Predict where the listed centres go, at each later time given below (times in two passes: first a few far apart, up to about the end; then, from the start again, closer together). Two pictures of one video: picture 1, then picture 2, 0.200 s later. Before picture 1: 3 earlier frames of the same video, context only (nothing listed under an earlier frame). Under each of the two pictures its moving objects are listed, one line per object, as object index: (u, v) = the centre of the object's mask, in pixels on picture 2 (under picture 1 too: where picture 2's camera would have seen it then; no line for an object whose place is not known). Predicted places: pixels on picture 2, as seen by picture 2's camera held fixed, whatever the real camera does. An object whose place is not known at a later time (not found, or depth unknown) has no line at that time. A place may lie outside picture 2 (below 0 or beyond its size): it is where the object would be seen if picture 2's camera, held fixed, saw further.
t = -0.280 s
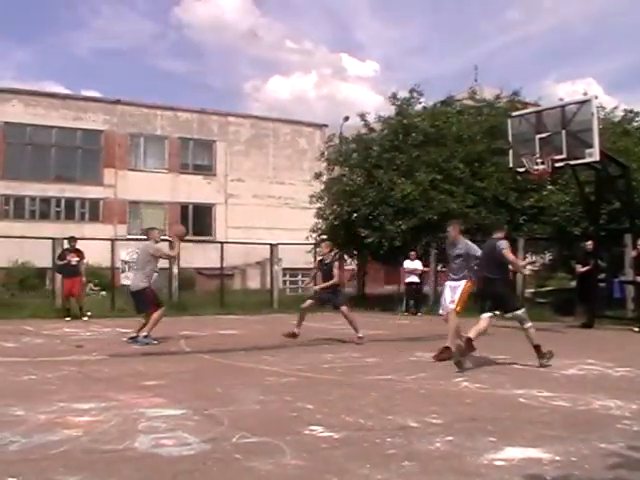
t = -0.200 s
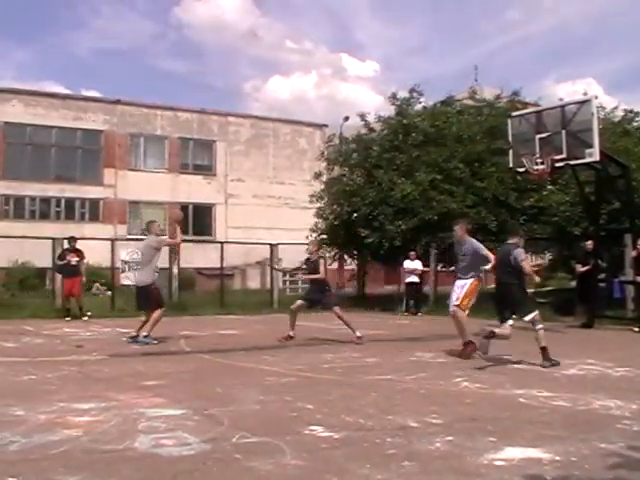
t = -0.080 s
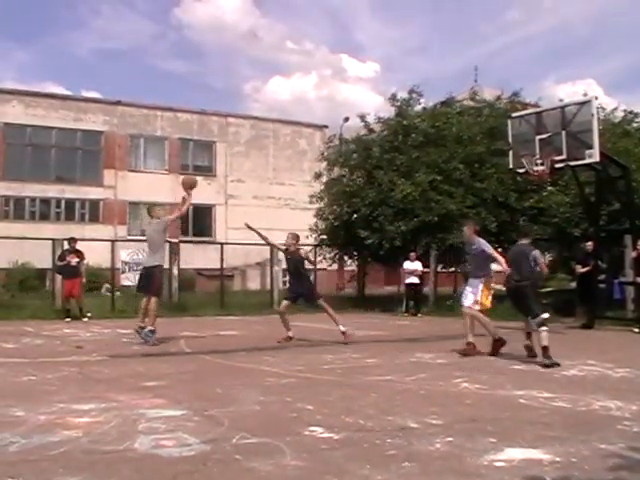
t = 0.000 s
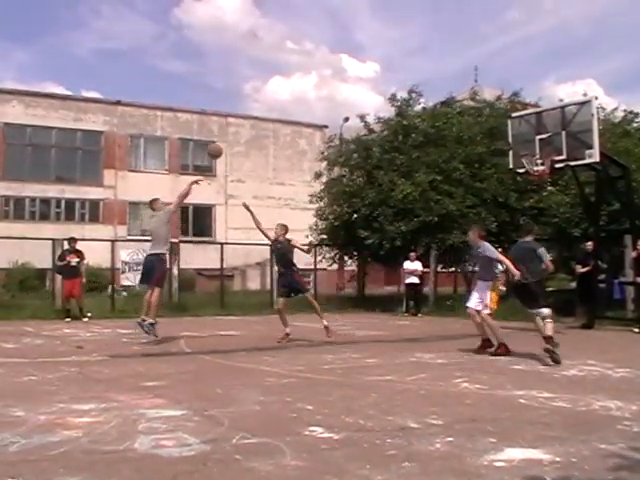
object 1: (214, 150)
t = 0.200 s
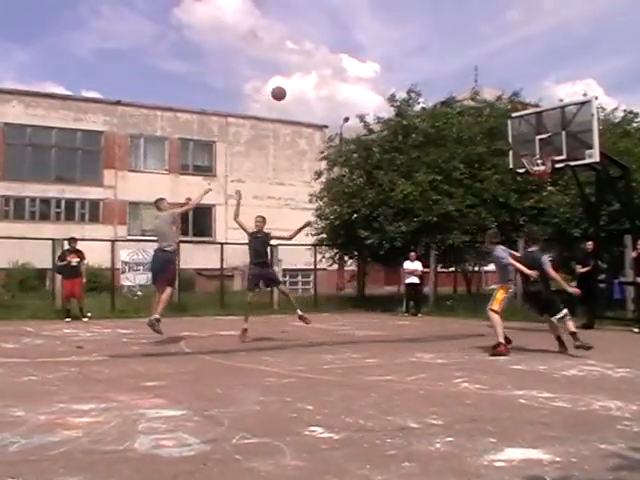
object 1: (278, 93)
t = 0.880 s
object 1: (477, 89)
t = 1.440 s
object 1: (495, 83)
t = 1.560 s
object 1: (477, 71)
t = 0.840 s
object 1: (466, 82)
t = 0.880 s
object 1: (477, 89)
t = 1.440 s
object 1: (495, 83)
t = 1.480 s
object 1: (489, 78)
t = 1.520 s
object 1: (483, 74)
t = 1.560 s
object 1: (477, 71)
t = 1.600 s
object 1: (471, 69)
